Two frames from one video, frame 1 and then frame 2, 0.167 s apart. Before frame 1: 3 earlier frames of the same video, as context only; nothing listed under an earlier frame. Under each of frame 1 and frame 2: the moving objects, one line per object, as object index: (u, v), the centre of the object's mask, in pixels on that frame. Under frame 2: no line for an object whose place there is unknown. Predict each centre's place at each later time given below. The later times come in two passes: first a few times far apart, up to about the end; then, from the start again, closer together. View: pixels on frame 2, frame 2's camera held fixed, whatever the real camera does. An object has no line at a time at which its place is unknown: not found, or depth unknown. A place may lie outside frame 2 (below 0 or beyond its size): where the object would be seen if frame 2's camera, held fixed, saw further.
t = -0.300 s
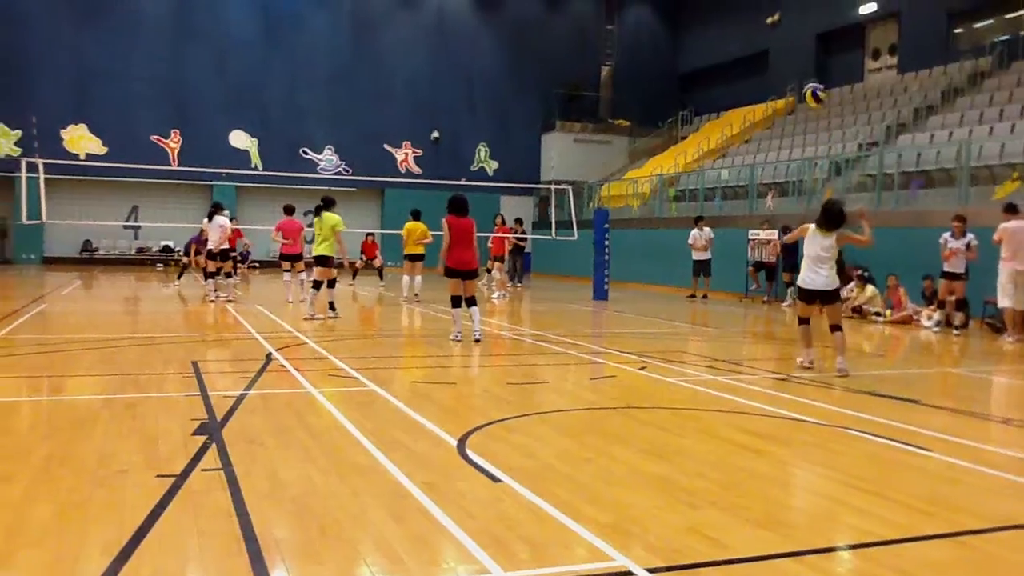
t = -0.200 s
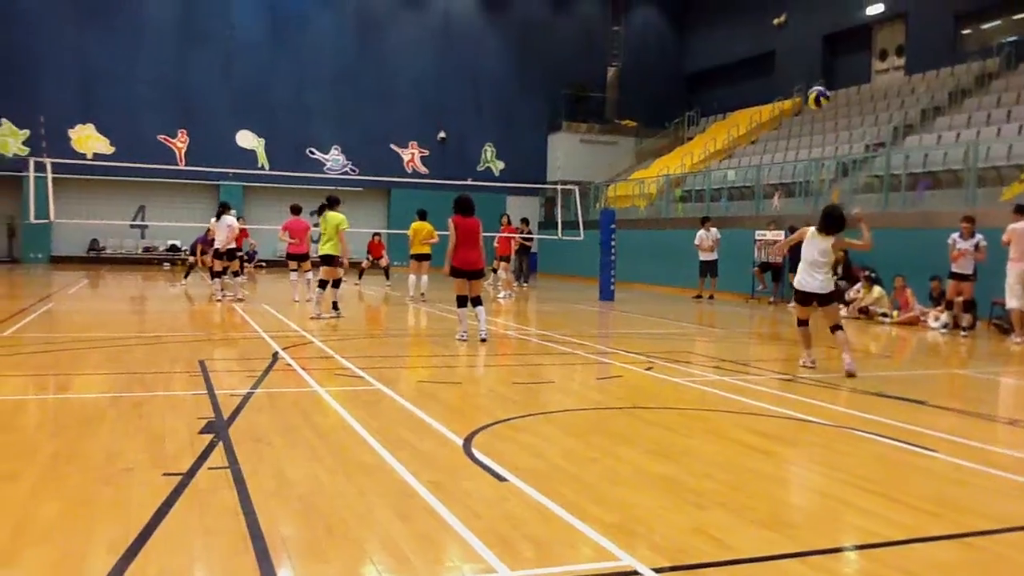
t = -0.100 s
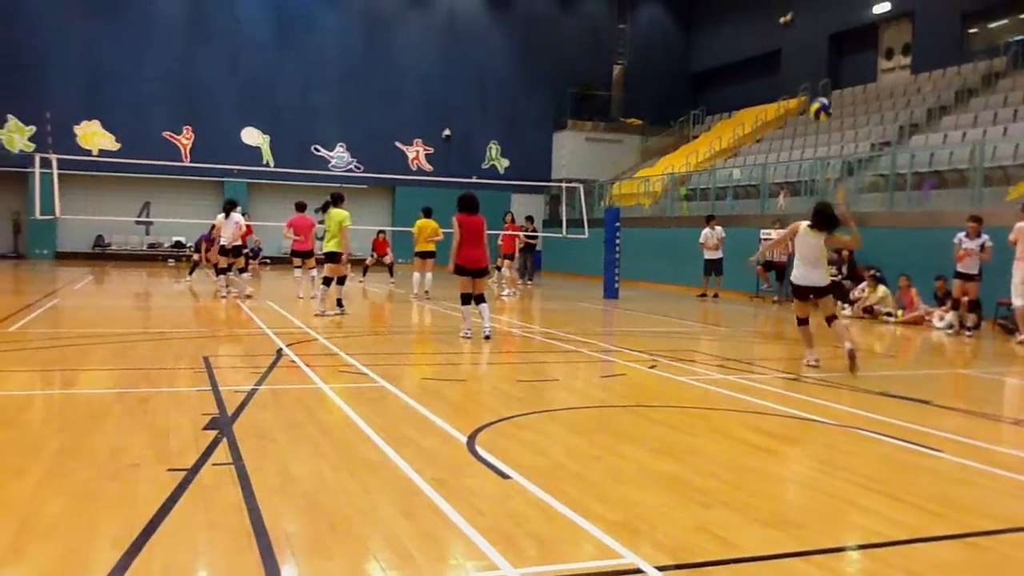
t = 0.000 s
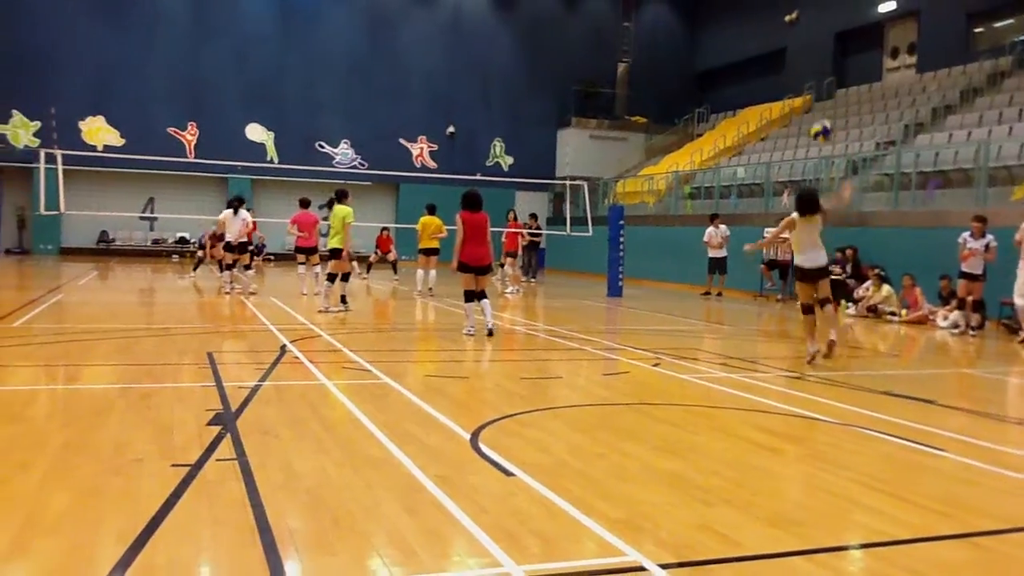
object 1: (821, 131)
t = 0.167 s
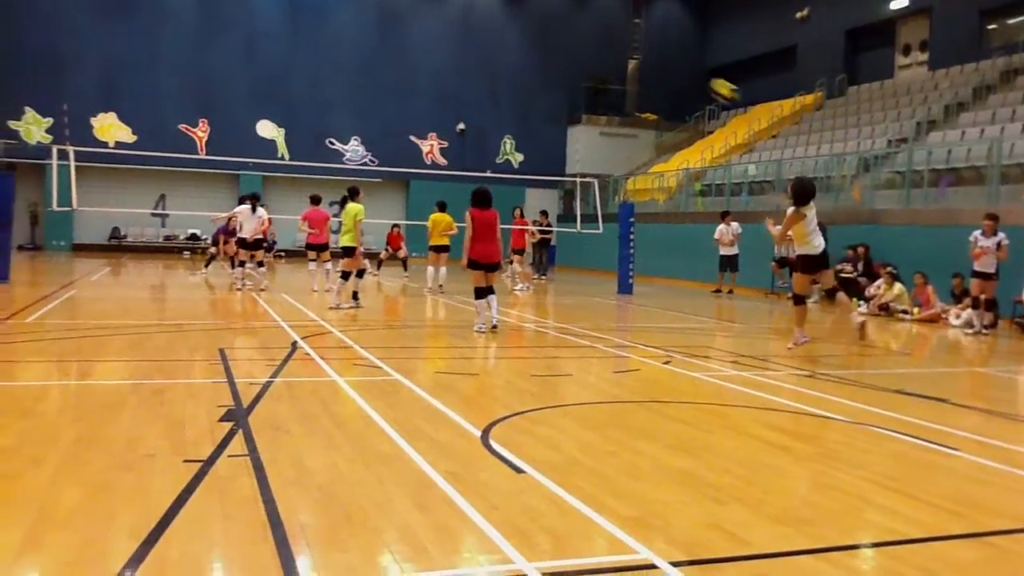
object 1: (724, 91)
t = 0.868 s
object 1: (414, 65)
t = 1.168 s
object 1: (351, 124)
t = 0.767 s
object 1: (441, 50)
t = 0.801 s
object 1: (431, 55)
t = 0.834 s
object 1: (423, 61)
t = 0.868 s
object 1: (414, 65)
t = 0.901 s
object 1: (405, 71)
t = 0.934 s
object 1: (398, 76)
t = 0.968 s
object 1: (391, 82)
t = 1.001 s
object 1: (384, 89)
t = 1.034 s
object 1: (377, 96)
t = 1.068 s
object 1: (370, 103)
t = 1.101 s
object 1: (363, 110)
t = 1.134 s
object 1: (358, 117)
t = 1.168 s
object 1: (351, 124)
